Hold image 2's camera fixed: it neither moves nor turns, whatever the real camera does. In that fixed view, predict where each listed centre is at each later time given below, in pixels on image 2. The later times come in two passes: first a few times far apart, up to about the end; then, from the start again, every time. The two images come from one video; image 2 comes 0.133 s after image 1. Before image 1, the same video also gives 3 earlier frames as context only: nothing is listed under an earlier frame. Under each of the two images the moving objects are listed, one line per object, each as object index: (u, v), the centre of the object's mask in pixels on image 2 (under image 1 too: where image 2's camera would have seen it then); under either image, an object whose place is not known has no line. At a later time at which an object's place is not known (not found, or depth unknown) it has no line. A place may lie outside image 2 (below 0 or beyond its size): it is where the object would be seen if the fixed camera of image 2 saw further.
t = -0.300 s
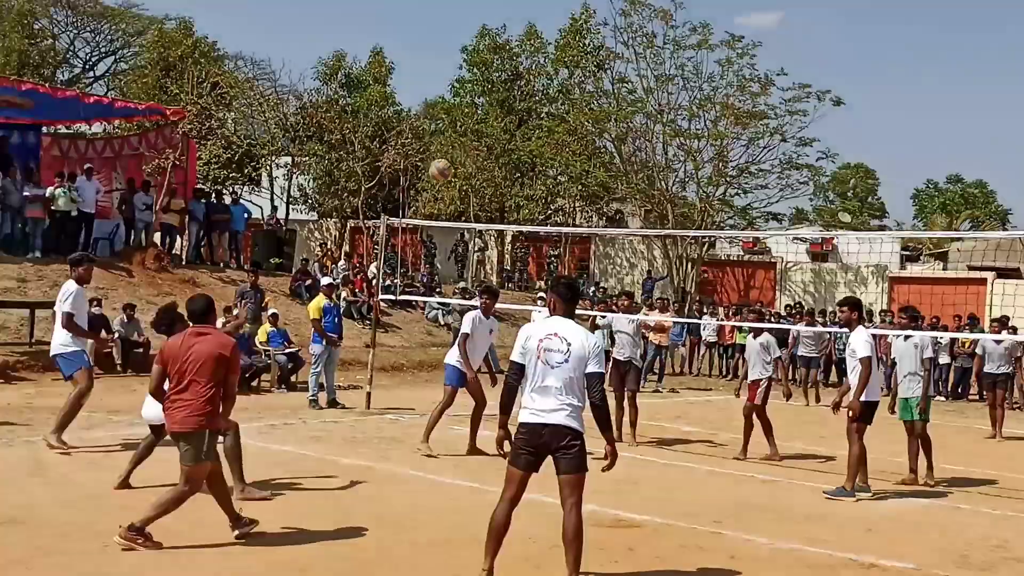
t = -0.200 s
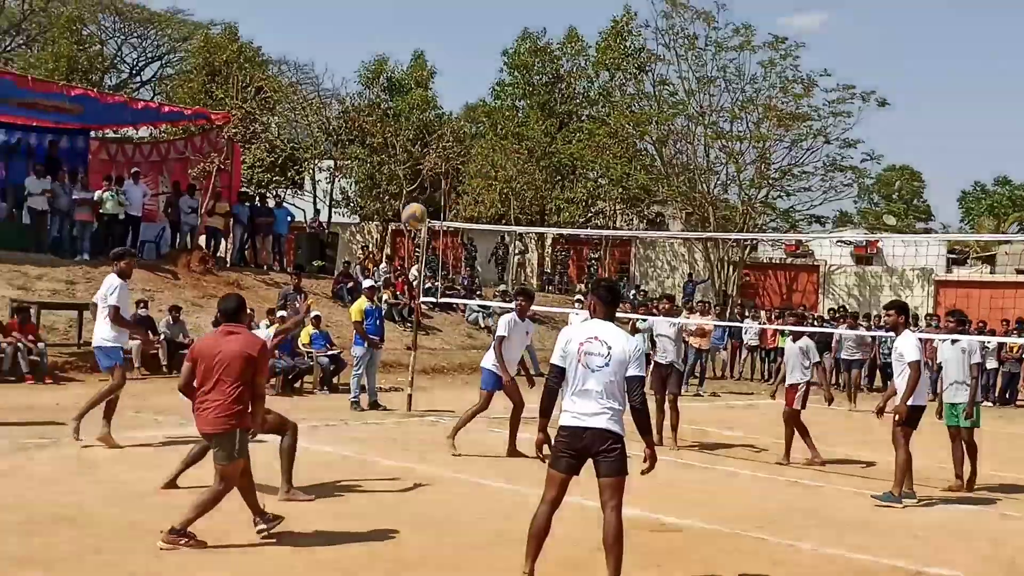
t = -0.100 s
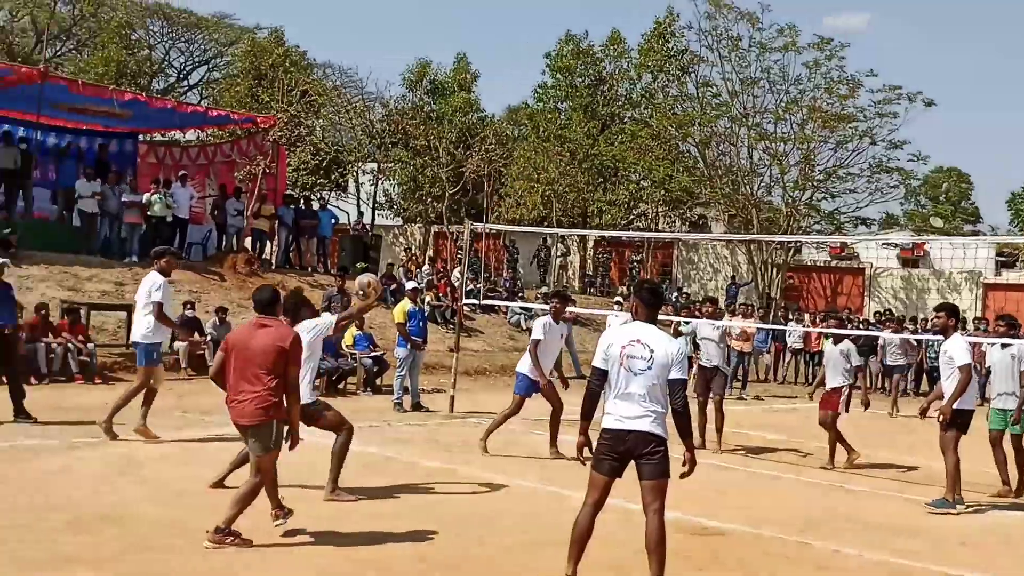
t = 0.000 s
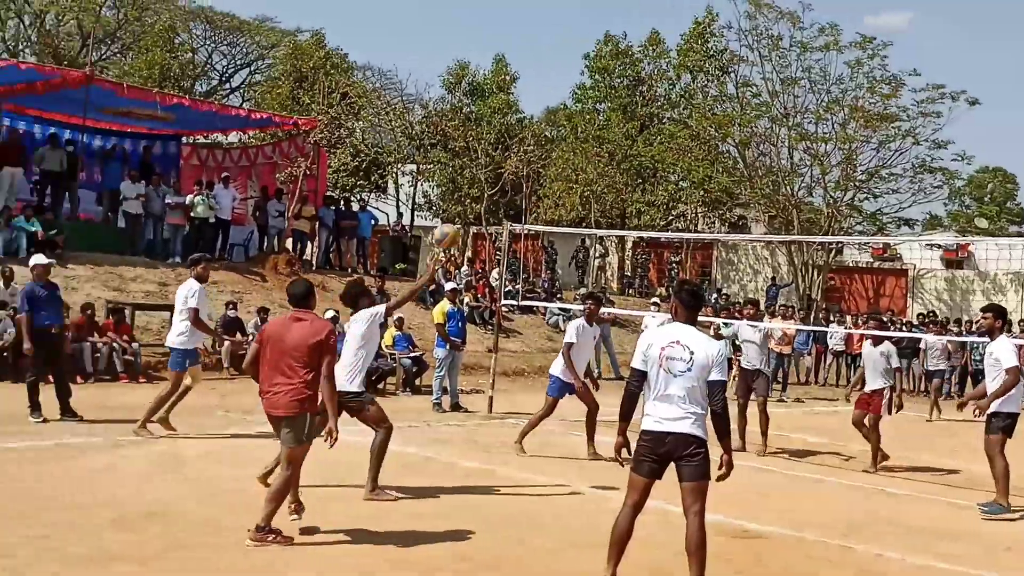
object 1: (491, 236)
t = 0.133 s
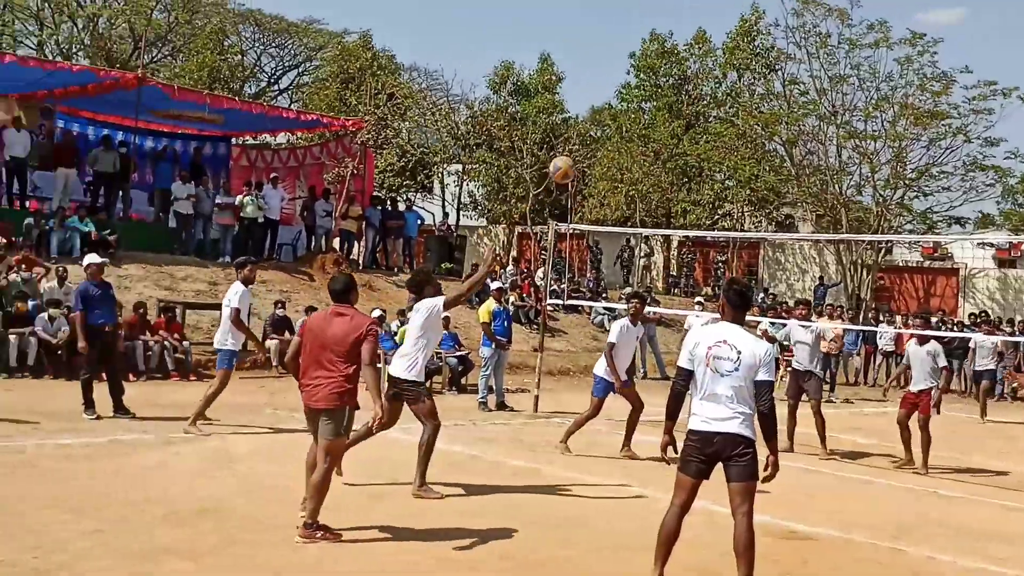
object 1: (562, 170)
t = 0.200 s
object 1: (599, 142)
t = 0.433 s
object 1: (718, 96)
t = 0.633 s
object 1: (812, 109)
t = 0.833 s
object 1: (897, 170)
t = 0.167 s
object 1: (581, 155)
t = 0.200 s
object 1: (599, 142)
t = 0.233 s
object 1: (619, 130)
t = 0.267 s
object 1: (637, 119)
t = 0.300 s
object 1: (646, 116)
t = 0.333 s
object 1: (665, 109)
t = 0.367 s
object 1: (681, 104)
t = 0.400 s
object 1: (699, 99)
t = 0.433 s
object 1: (718, 96)
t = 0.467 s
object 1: (735, 95)
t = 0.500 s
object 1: (744, 97)
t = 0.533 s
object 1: (762, 97)
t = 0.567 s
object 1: (788, 101)
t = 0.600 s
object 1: (795, 104)
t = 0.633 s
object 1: (812, 109)
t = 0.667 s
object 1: (828, 116)
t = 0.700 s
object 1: (836, 121)
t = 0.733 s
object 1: (851, 132)
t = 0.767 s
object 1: (867, 143)
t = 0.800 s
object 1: (882, 157)
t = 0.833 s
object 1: (897, 170)
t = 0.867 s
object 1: (912, 186)
